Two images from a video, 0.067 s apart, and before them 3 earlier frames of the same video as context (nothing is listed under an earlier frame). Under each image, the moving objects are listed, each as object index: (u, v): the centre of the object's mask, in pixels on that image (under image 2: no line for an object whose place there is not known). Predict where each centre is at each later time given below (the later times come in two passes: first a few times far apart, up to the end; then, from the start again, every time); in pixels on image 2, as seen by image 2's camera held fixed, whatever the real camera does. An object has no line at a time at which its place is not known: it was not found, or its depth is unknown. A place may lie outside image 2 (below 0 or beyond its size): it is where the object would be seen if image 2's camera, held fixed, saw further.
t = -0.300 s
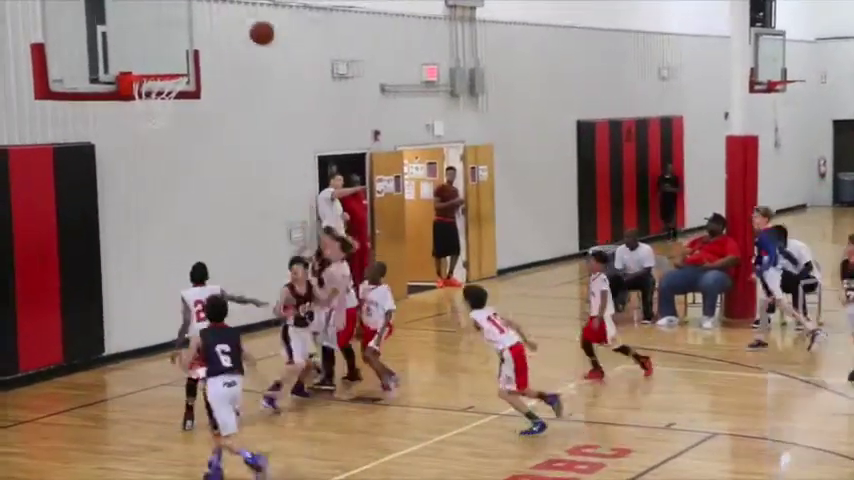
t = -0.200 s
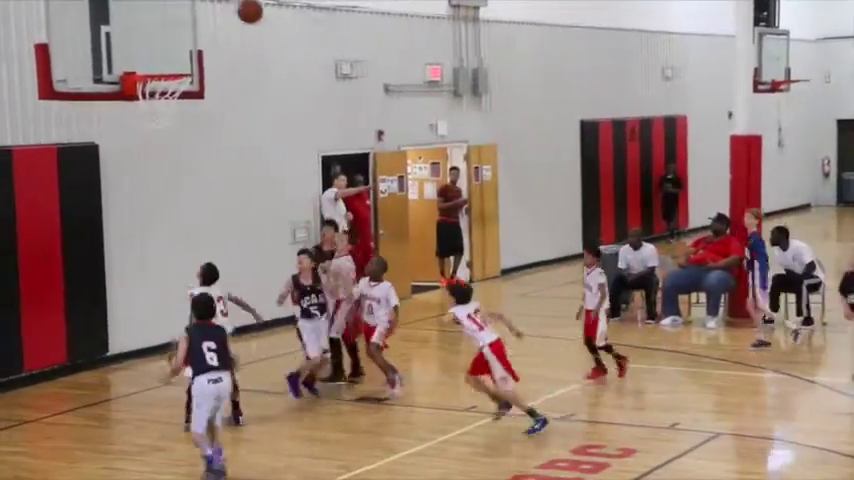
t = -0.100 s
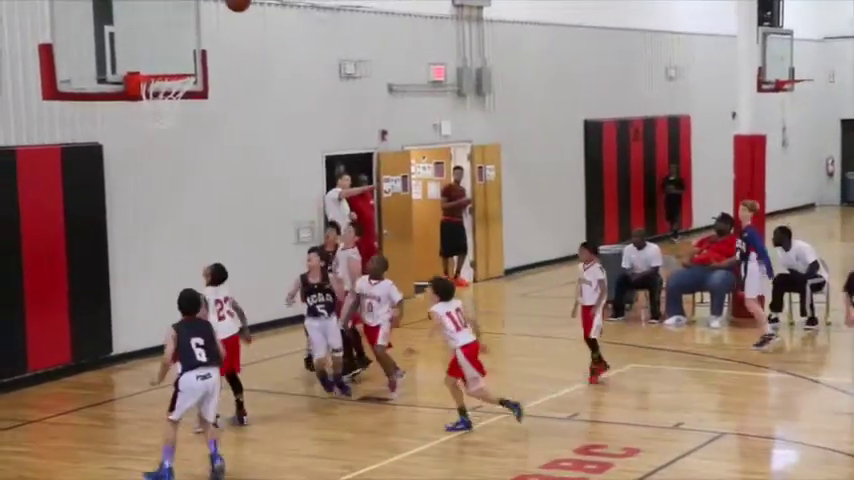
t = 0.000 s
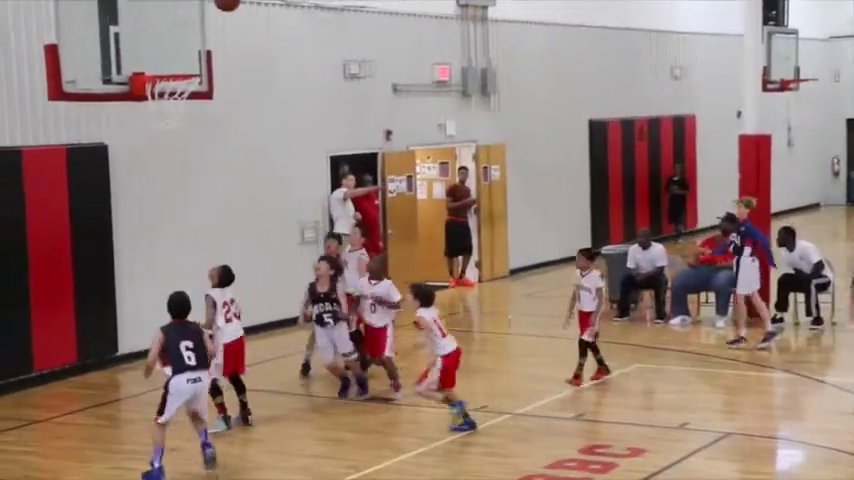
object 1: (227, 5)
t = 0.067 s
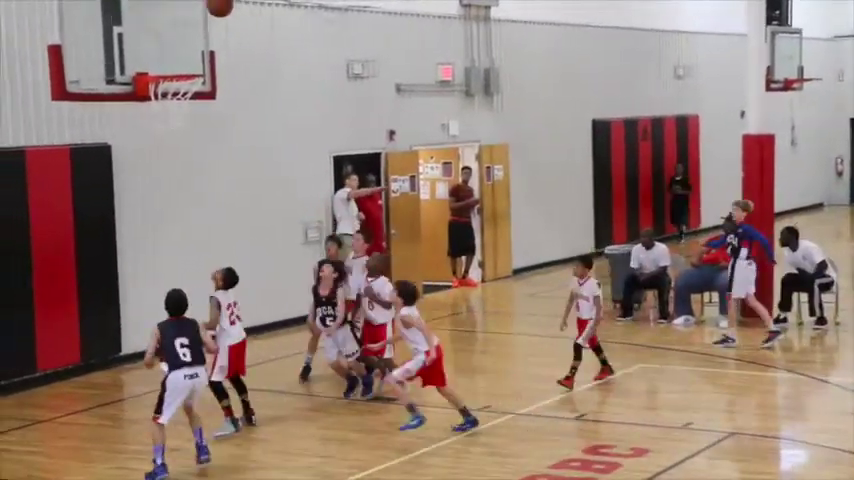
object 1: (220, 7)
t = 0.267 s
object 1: (187, 52)
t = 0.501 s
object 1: (164, 47)
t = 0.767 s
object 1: (139, 104)
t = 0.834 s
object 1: (135, 130)
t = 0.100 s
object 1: (214, 10)
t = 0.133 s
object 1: (209, 13)
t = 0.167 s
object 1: (204, 21)
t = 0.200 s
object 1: (198, 30)
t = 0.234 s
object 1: (193, 41)
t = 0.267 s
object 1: (187, 52)
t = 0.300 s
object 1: (183, 61)
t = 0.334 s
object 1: (180, 56)
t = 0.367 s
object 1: (176, 51)
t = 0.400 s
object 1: (173, 48)
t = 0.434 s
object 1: (171, 46)
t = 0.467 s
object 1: (167, 46)
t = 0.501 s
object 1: (164, 47)
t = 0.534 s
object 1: (161, 49)
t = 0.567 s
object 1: (158, 52)
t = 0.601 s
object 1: (155, 57)
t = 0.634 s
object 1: (151, 63)
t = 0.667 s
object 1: (149, 70)
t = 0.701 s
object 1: (145, 79)
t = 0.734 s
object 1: (143, 89)
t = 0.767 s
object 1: (139, 104)
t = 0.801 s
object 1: (138, 116)
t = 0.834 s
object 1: (135, 130)
